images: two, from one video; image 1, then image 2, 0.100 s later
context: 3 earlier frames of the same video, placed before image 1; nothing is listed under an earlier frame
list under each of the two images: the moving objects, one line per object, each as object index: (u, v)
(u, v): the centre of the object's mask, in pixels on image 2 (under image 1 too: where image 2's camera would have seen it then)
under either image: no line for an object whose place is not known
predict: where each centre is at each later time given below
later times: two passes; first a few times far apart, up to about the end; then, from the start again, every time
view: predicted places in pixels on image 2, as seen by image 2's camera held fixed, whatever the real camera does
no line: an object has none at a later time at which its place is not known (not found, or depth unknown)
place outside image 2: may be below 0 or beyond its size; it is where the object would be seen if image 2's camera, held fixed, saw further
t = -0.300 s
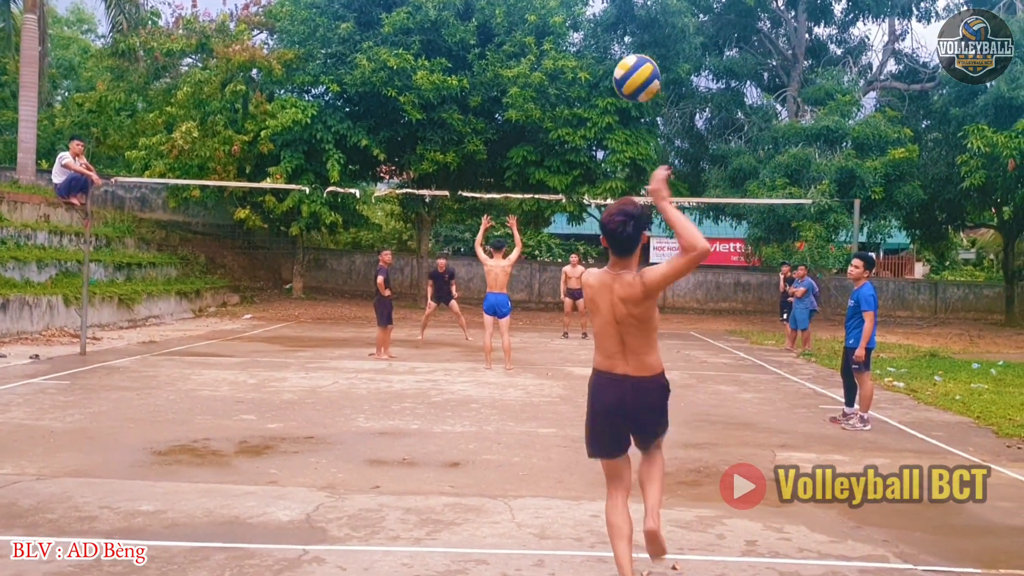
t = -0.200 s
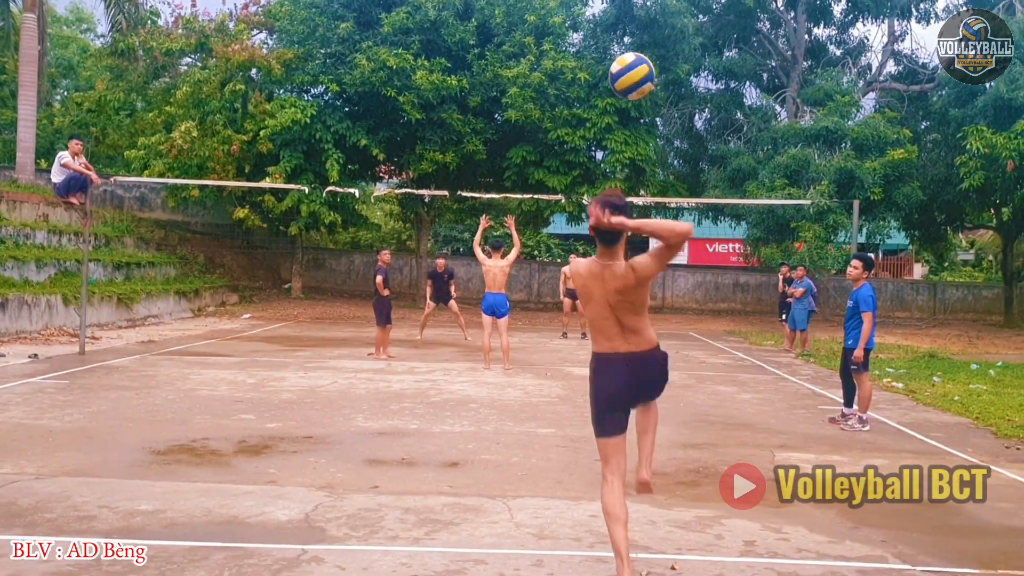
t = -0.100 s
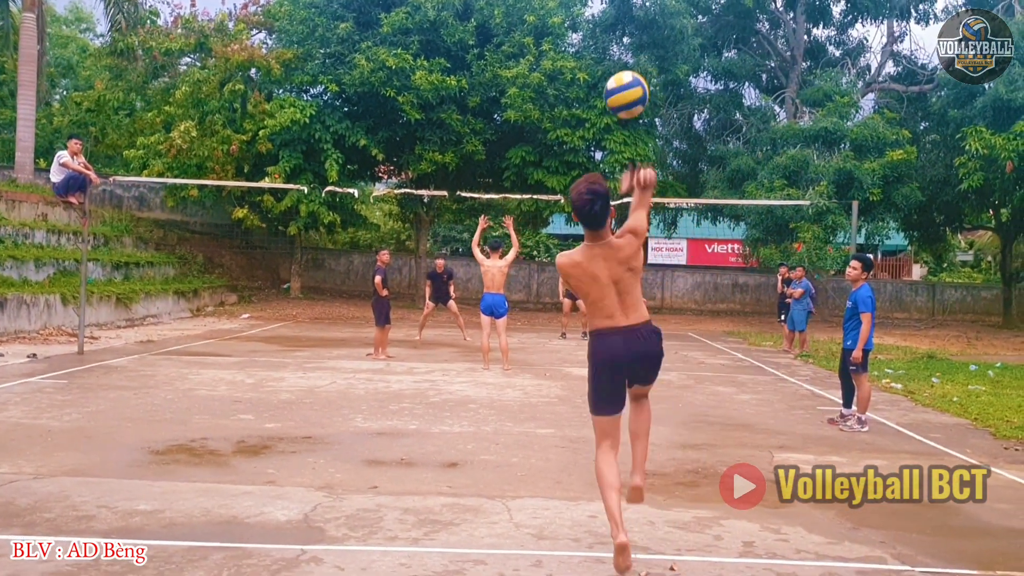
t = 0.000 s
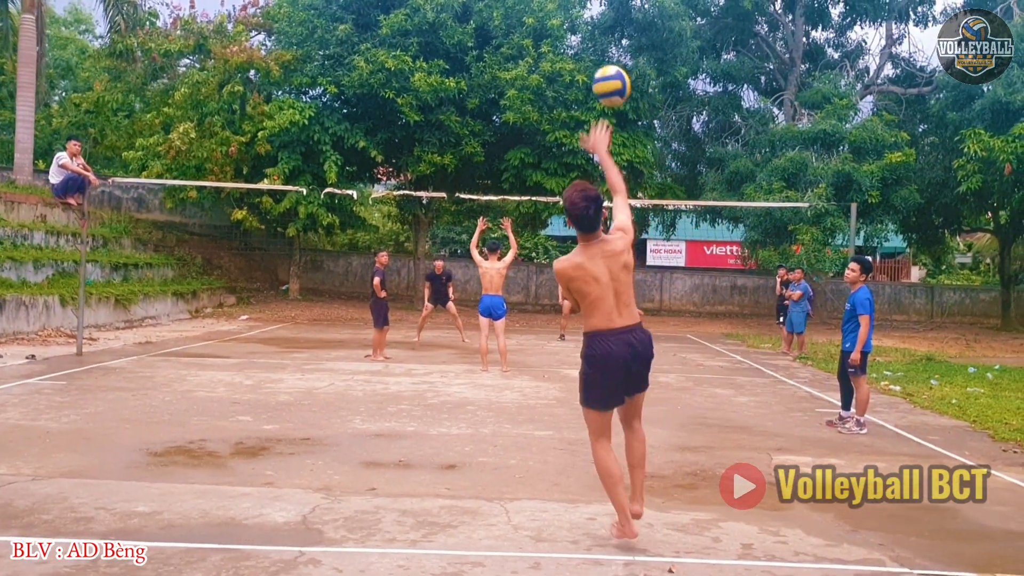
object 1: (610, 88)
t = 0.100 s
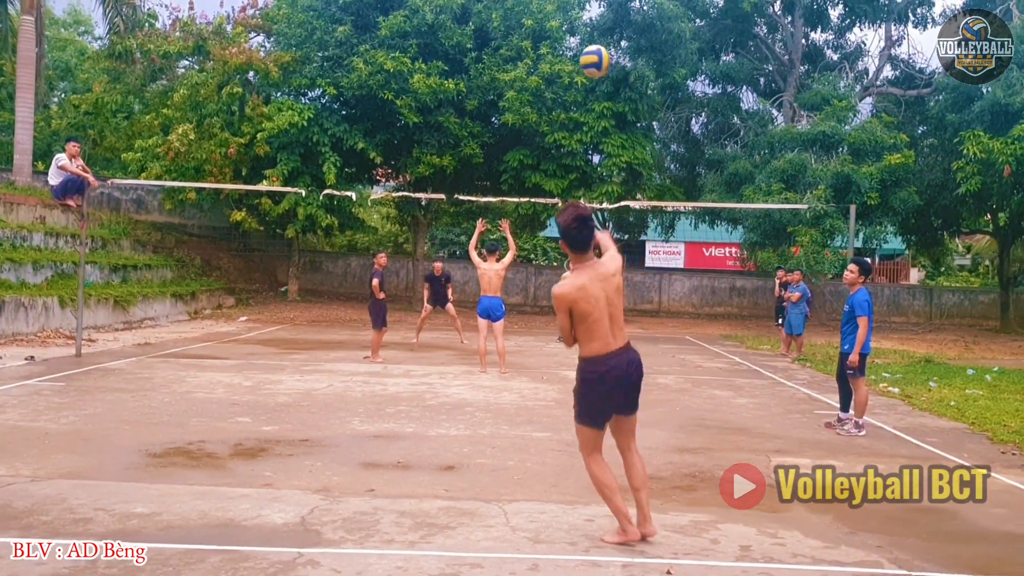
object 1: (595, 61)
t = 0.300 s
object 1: (576, 56)
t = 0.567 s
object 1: (560, 99)
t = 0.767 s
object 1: (555, 154)
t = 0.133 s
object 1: (591, 57)
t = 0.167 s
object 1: (587, 54)
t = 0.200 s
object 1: (583, 53)
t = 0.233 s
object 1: (580, 53)
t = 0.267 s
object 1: (578, 54)
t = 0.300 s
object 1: (576, 56)
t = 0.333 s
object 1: (573, 59)
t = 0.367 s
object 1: (571, 63)
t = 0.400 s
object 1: (569, 67)
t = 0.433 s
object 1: (567, 73)
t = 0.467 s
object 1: (564, 78)
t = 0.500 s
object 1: (562, 85)
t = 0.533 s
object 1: (561, 92)
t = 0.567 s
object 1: (560, 99)
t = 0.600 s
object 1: (559, 108)
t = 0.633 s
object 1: (559, 116)
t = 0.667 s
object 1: (558, 125)
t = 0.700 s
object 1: (557, 135)
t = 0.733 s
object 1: (556, 145)
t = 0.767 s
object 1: (555, 154)
